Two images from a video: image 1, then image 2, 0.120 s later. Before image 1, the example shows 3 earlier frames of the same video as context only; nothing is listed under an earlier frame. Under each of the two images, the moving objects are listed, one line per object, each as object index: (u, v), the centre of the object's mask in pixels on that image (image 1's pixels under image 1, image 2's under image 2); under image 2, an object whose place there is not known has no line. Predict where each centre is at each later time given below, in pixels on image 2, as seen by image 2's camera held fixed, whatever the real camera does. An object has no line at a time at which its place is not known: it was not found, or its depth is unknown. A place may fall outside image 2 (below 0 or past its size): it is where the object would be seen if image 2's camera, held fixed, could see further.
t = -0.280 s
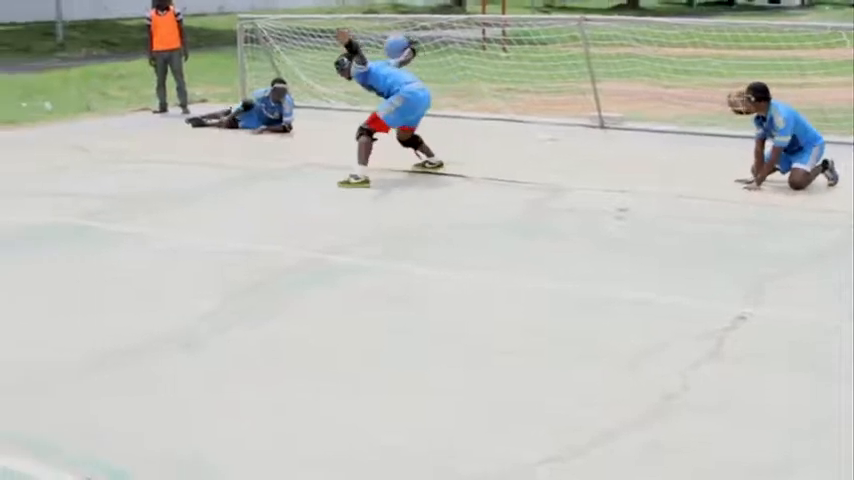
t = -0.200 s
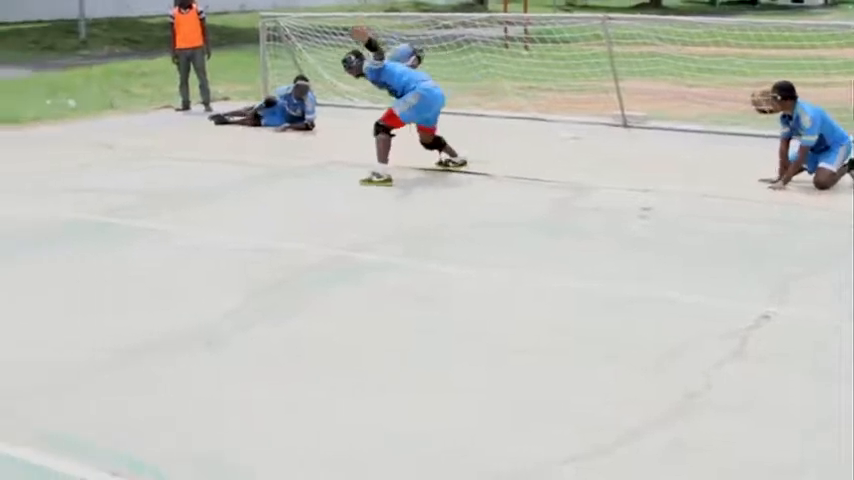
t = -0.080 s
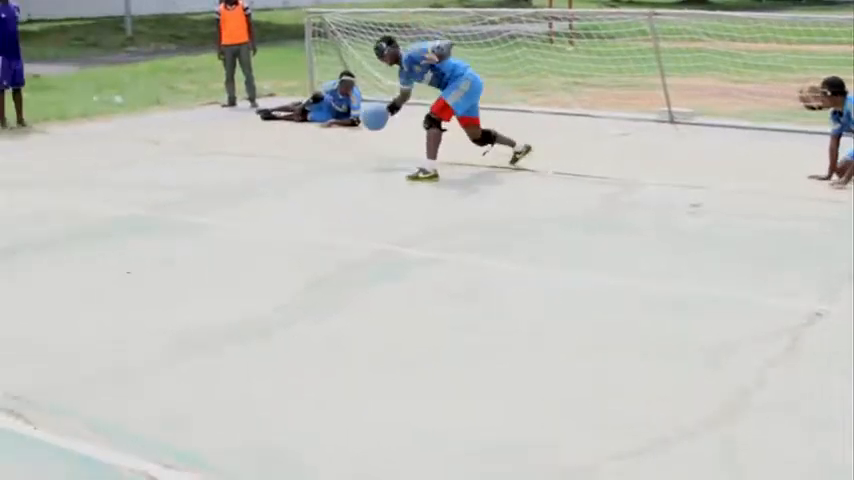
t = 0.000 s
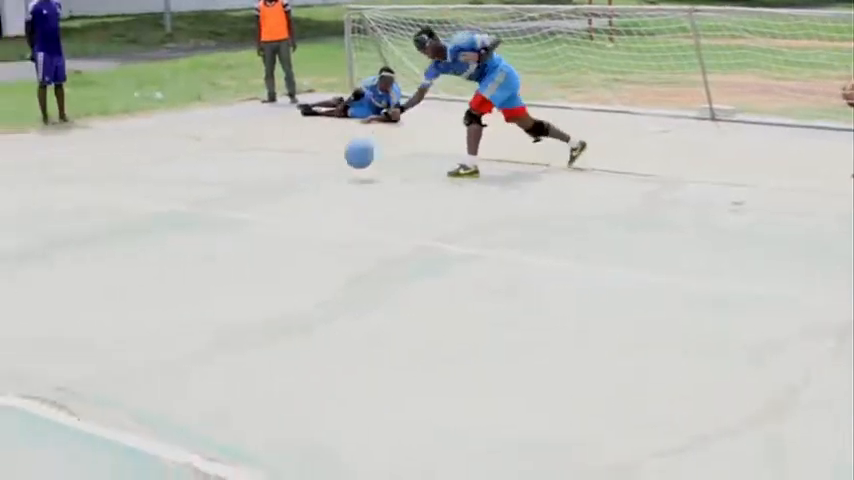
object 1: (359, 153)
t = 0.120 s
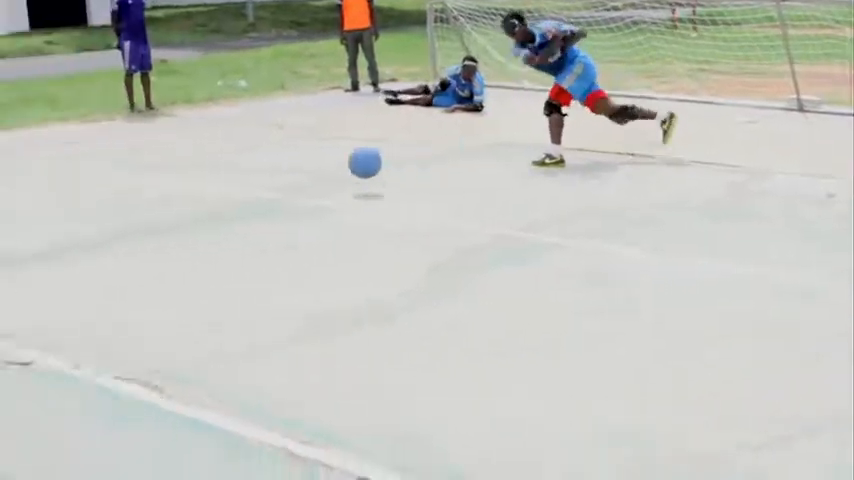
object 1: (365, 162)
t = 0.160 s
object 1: (339, 163)
